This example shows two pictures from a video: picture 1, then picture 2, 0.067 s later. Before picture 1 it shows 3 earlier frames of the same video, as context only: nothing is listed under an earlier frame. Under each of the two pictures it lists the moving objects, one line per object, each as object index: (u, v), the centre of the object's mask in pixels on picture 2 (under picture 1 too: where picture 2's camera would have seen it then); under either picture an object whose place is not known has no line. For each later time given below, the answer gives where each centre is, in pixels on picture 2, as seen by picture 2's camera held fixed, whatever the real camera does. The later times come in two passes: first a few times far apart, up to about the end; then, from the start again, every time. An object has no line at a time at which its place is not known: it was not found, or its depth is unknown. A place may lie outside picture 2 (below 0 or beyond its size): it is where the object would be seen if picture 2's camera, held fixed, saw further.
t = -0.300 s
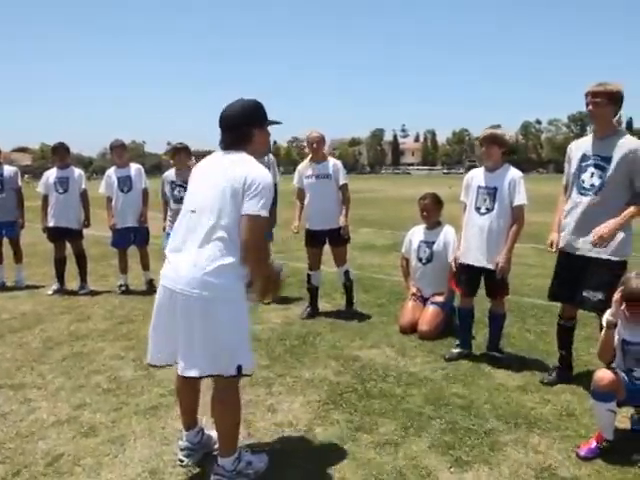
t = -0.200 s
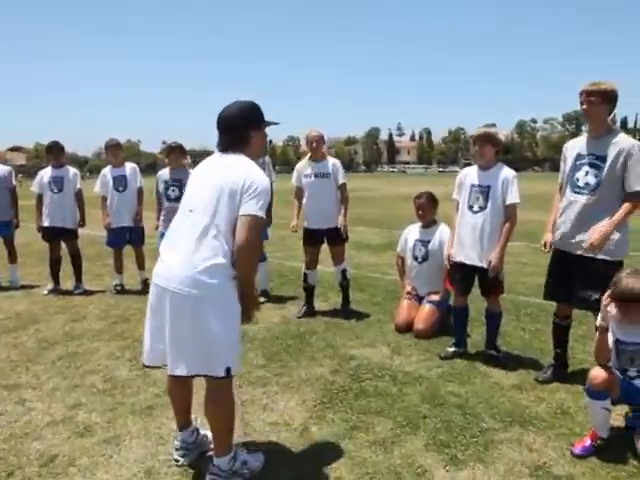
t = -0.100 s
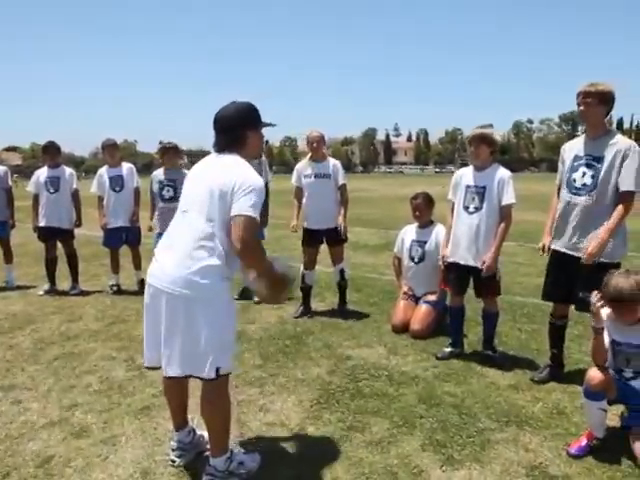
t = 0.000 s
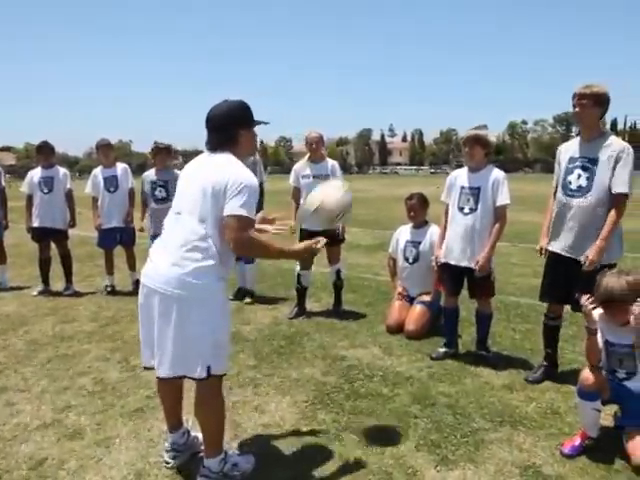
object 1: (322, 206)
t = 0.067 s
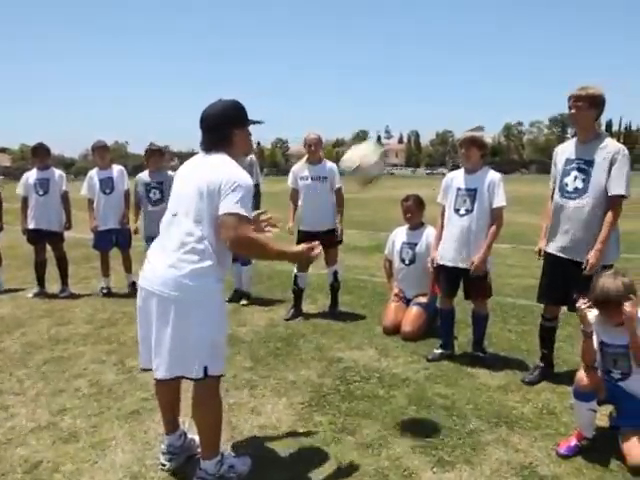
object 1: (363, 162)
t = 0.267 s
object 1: (470, 101)
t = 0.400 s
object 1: (529, 104)
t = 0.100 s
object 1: (382, 149)
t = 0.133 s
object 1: (399, 136)
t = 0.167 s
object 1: (418, 122)
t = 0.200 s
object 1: (436, 112)
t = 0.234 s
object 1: (453, 106)
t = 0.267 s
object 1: (470, 101)
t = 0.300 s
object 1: (485, 99)
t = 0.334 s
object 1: (501, 98)
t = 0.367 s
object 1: (515, 100)
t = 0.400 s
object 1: (529, 104)
